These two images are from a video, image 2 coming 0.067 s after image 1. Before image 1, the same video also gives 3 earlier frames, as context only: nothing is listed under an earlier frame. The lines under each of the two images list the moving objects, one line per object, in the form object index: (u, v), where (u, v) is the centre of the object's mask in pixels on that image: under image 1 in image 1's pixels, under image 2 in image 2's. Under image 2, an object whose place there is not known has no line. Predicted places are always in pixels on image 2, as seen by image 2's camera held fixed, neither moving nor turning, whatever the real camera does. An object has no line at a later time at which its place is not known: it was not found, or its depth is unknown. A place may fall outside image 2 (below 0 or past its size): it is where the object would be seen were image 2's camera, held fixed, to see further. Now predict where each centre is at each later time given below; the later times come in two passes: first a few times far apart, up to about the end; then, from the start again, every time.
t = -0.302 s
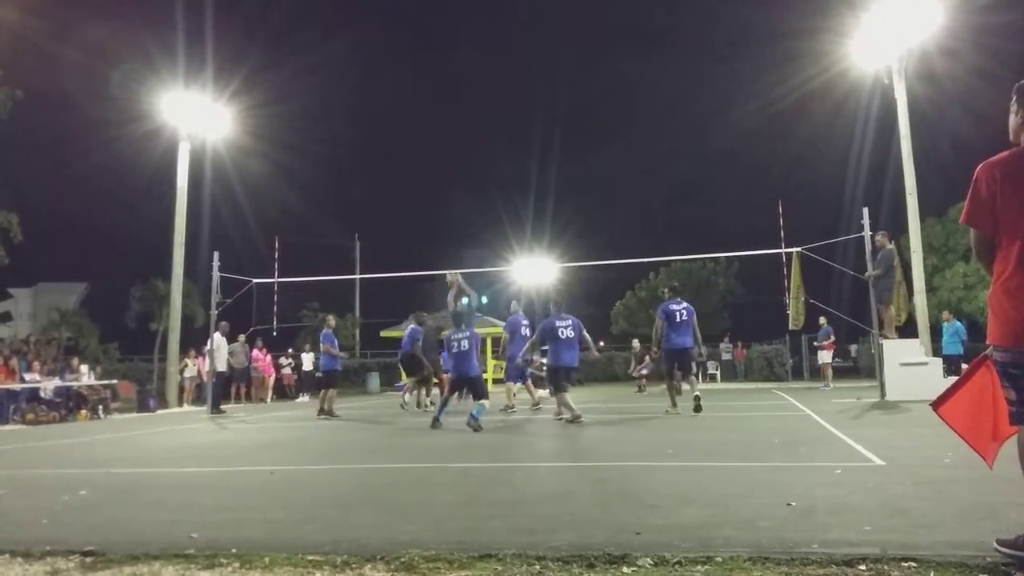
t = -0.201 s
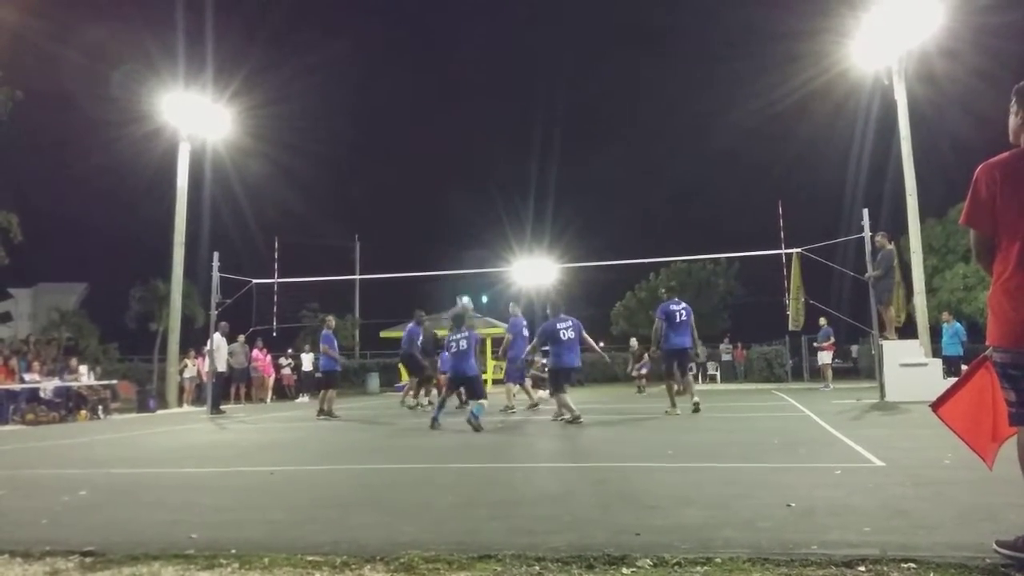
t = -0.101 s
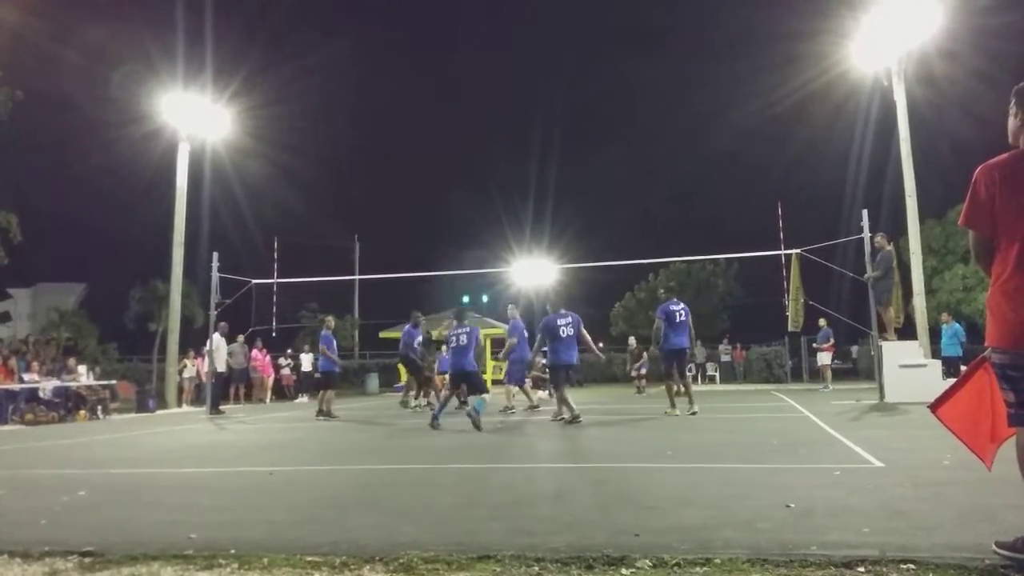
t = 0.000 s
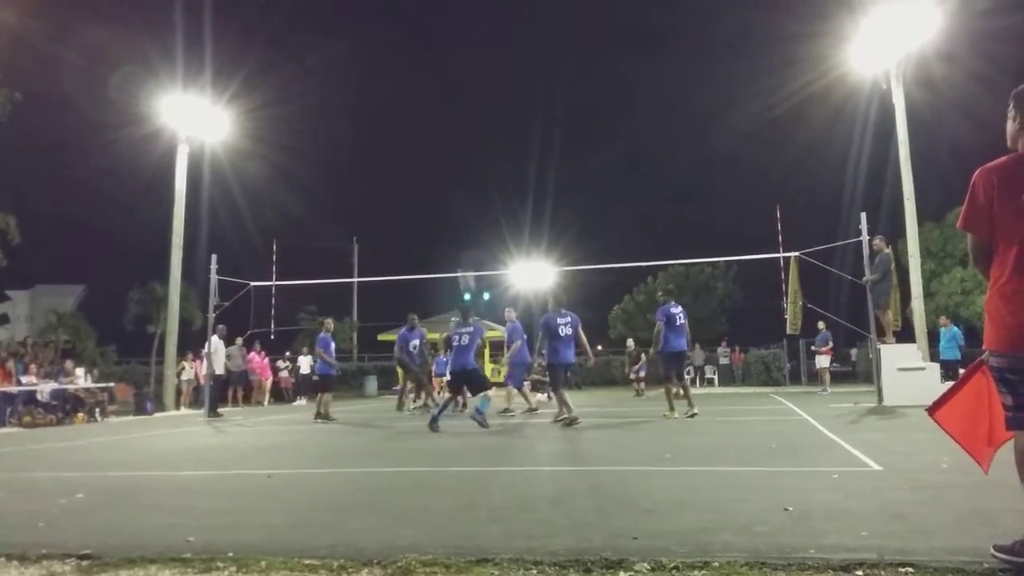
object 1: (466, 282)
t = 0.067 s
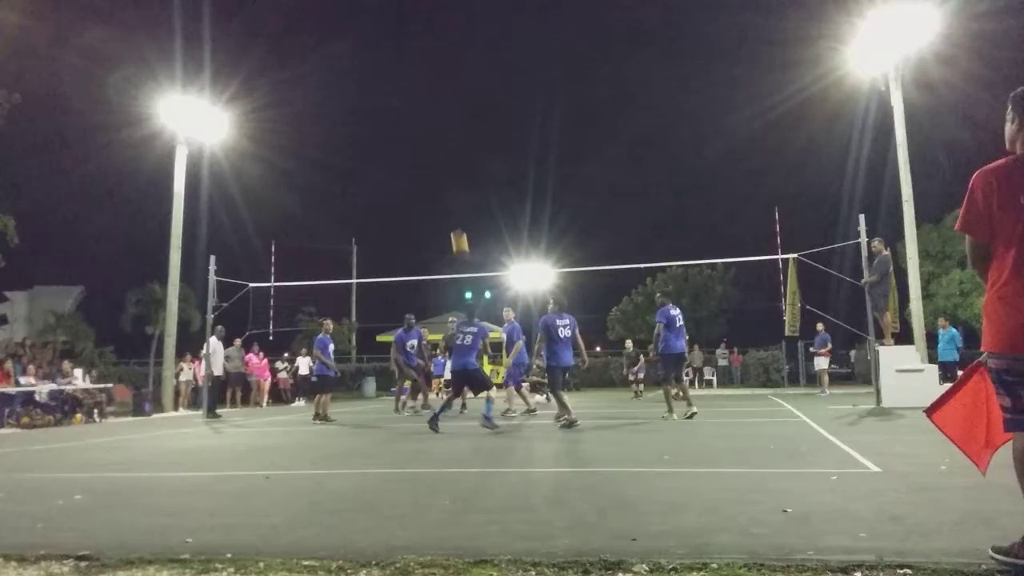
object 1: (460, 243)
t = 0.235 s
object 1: (446, 166)
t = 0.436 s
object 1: (430, 104)
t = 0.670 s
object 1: (416, 68)
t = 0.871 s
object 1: (404, 65)
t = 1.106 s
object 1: (393, 92)
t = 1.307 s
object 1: (385, 140)
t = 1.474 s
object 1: (379, 195)
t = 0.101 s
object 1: (457, 227)
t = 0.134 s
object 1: (454, 210)
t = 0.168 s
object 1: (451, 194)
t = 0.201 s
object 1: (448, 179)
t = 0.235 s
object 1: (446, 166)
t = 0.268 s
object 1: (443, 153)
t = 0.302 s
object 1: (441, 142)
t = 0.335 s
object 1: (438, 131)
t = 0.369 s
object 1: (436, 121)
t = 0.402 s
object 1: (433, 112)
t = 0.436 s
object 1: (430, 104)
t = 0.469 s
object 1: (428, 96)
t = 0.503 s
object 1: (426, 89)
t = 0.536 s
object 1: (424, 84)
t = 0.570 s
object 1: (422, 79)
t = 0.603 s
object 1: (420, 75)
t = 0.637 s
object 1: (418, 71)
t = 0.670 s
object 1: (416, 68)
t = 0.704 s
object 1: (414, 66)
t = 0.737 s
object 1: (412, 64)
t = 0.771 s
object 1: (410, 63)
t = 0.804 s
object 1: (408, 63)
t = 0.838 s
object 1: (406, 64)
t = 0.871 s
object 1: (404, 65)
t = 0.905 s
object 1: (403, 67)
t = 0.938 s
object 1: (401, 69)
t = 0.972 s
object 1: (399, 72)
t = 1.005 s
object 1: (398, 77)
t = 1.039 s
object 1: (396, 81)
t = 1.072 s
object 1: (395, 87)
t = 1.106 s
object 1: (393, 92)
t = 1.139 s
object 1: (391, 98)
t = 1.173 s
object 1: (389, 105)
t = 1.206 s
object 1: (388, 113)
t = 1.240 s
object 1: (387, 121)
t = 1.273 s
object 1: (386, 130)
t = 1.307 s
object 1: (385, 140)
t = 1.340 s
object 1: (383, 149)
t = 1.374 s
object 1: (382, 160)
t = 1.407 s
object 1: (381, 171)
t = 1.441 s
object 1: (380, 182)
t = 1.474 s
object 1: (379, 195)
